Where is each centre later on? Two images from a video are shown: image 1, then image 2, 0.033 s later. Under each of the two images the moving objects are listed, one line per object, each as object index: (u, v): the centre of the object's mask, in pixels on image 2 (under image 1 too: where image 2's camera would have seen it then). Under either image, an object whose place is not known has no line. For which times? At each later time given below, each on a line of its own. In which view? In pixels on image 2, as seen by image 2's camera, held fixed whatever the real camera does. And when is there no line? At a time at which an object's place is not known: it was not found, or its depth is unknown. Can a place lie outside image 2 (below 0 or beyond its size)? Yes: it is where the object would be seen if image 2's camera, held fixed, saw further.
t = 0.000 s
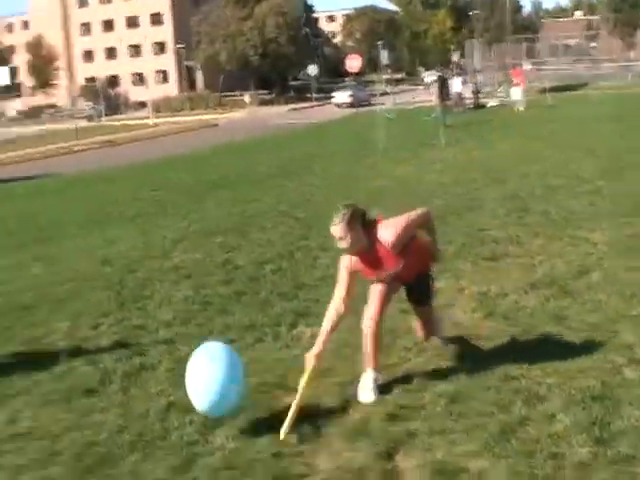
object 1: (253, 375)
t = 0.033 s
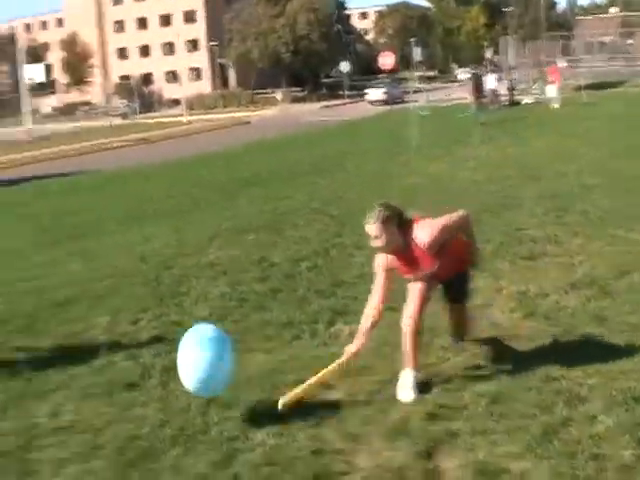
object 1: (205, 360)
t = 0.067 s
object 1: (160, 346)
